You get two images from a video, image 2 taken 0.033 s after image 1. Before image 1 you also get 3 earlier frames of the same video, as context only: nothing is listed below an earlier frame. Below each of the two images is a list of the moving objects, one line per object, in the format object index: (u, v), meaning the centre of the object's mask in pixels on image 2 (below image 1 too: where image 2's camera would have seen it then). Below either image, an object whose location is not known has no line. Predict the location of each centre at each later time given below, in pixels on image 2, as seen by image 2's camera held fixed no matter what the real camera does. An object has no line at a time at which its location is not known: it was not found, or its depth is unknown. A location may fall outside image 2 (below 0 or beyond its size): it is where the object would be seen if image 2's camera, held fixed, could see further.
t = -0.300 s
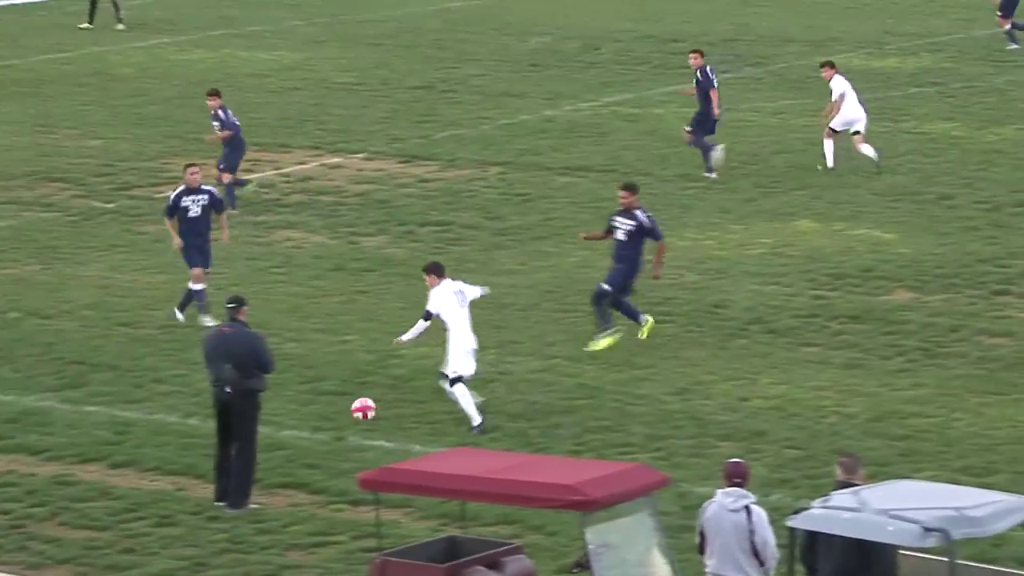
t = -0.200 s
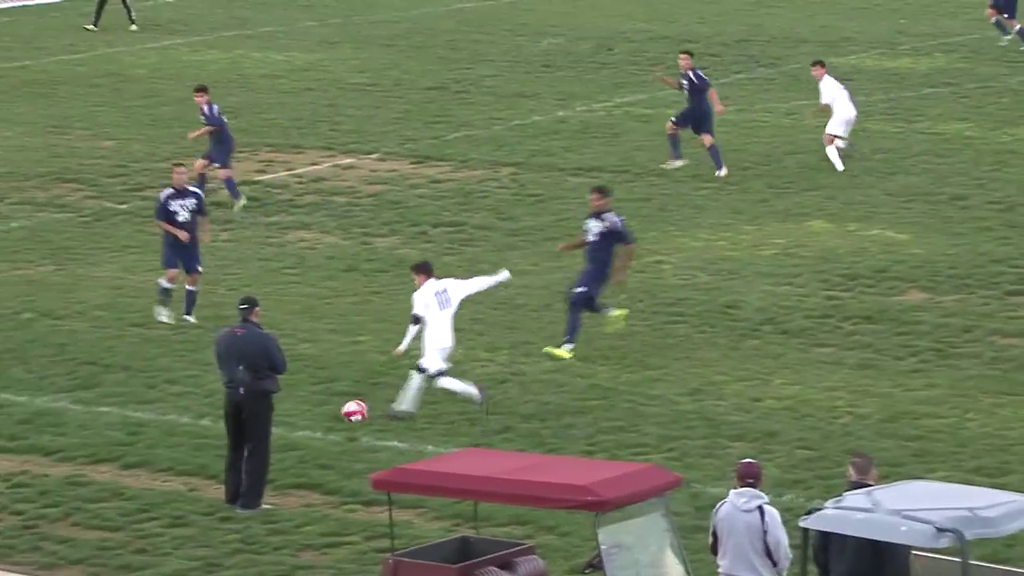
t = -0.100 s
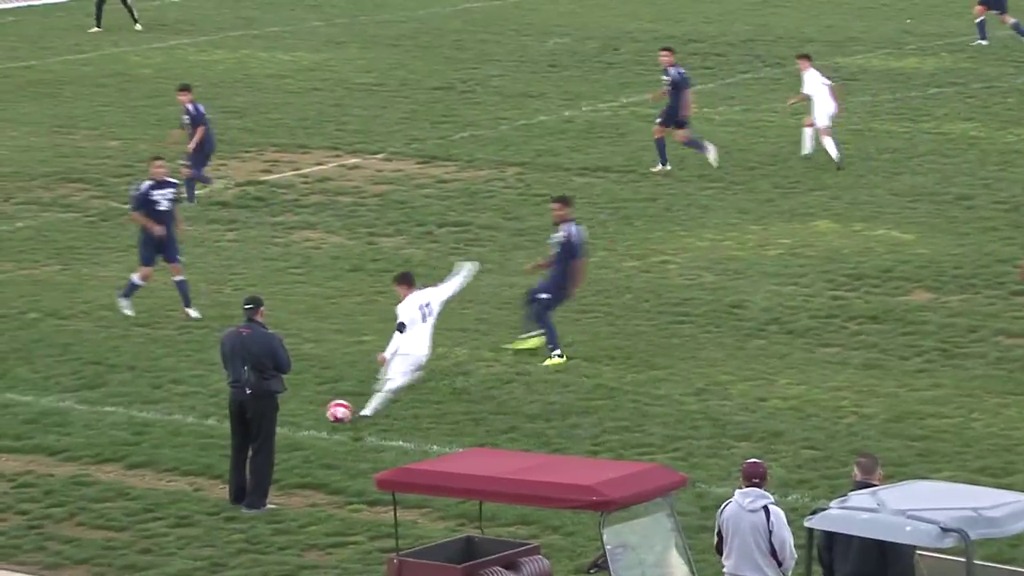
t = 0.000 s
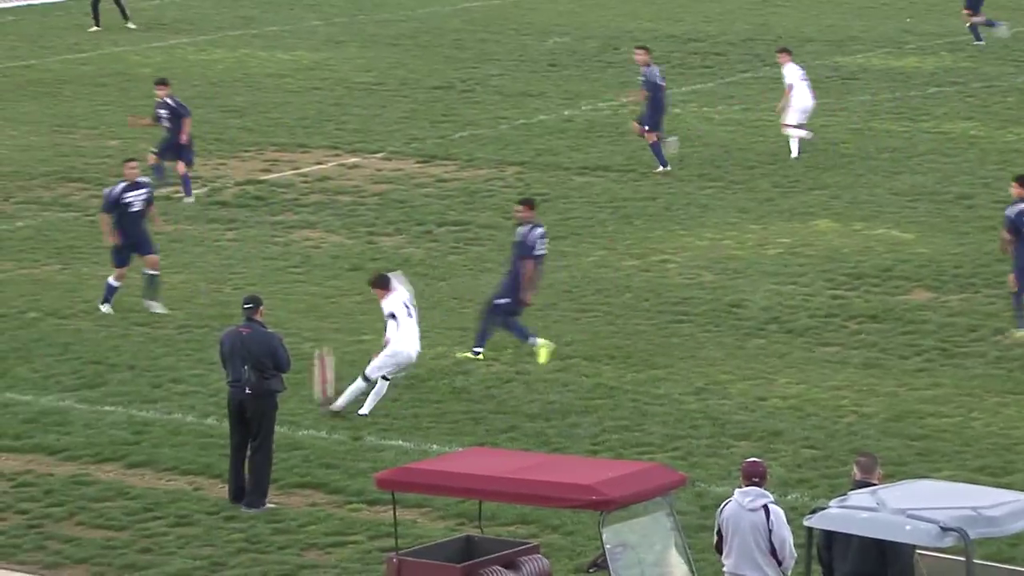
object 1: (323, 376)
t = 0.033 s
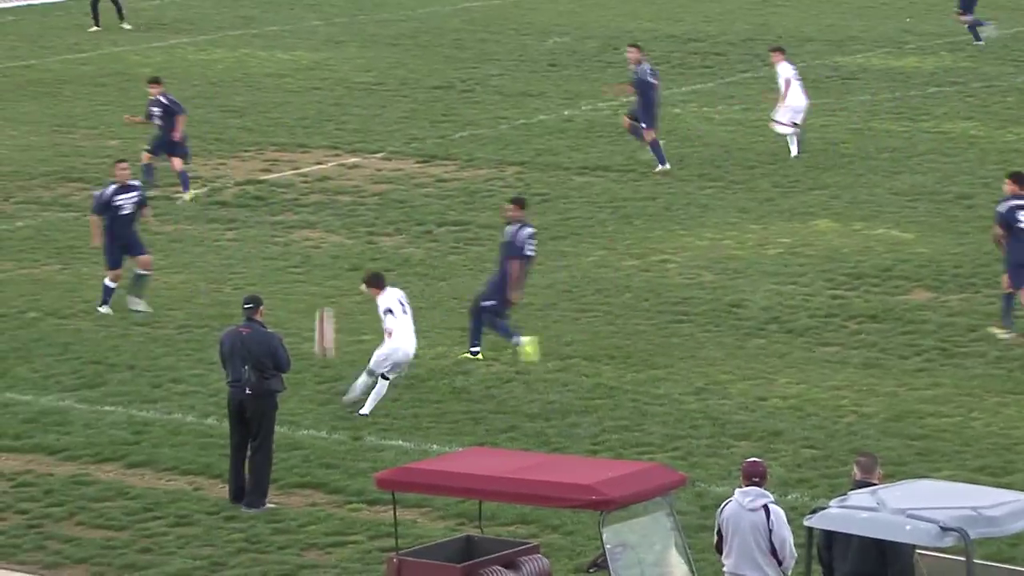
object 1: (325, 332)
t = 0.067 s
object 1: (326, 292)
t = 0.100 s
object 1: (327, 254)
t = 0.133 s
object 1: (329, 219)
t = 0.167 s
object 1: (331, 185)
